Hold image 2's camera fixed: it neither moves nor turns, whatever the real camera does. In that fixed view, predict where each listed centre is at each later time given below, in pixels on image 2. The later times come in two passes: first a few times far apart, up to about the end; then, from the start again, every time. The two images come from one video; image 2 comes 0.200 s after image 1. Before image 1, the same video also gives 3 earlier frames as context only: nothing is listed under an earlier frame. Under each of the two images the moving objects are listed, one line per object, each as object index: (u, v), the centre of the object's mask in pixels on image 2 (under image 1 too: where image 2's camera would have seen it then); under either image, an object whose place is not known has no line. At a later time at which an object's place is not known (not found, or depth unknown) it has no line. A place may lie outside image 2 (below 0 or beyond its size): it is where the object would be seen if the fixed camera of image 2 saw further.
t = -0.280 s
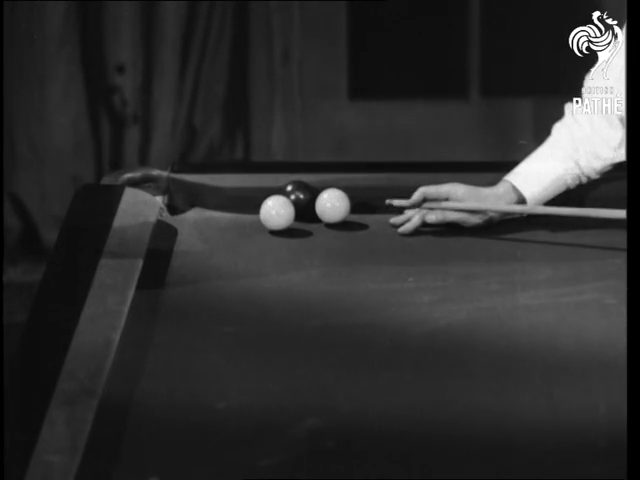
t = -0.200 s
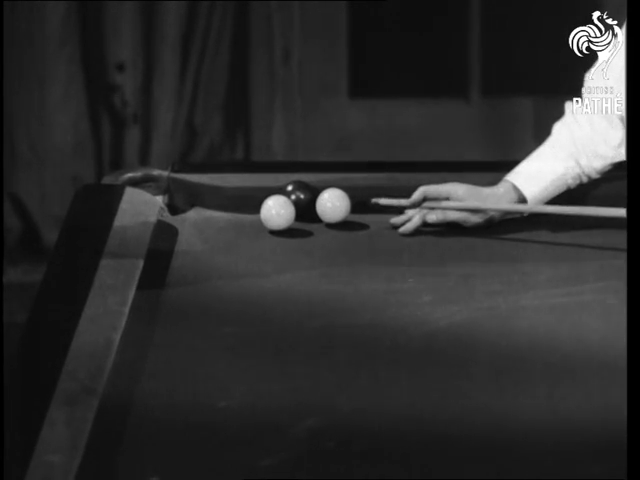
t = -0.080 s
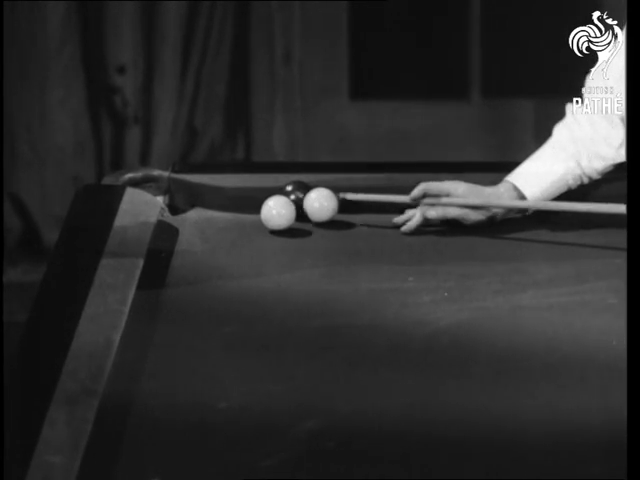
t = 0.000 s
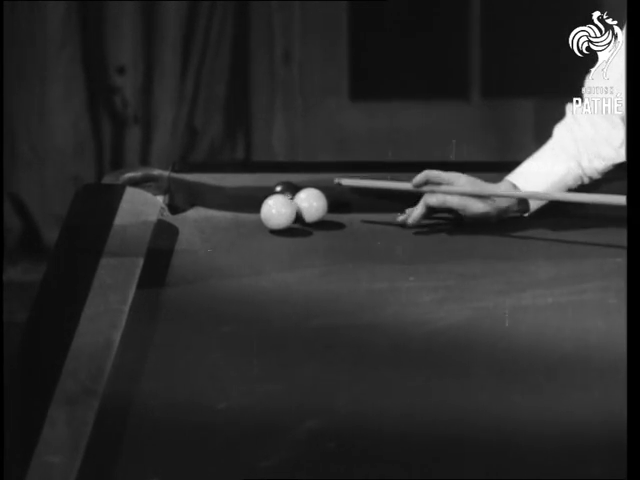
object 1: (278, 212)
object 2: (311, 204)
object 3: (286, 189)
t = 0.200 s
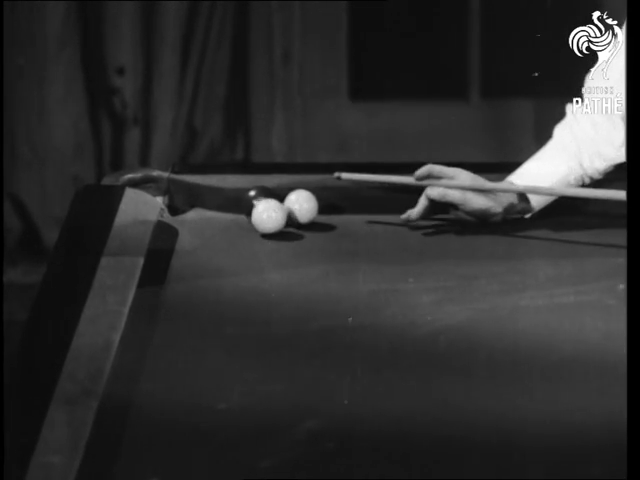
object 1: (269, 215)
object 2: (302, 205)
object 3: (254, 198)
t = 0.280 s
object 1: (266, 217)
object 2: (300, 205)
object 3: (244, 203)
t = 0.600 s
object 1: (254, 221)
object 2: (296, 206)
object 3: (213, 210)
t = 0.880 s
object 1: (248, 221)
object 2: (297, 206)
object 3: (185, 211)
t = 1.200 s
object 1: (244, 223)
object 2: (297, 206)
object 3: (184, 214)
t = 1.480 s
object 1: (245, 223)
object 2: (297, 206)
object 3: (192, 216)
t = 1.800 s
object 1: (245, 222)
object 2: (296, 205)
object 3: (194, 215)
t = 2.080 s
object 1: (245, 223)
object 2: (296, 206)
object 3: (194, 215)
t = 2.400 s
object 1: (245, 223)
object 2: (297, 206)
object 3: (194, 215)
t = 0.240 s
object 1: (267, 216)
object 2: (300, 205)
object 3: (249, 201)
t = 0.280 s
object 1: (266, 217)
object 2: (300, 205)
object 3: (244, 203)
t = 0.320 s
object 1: (264, 217)
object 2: (298, 205)
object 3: (241, 204)
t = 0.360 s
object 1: (262, 218)
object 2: (298, 206)
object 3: (237, 206)
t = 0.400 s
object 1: (261, 218)
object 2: (297, 205)
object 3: (233, 208)
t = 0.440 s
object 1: (259, 219)
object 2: (296, 206)
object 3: (229, 210)
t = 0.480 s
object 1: (257, 218)
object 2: (296, 205)
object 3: (225, 208)
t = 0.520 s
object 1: (256, 220)
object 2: (296, 206)
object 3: (222, 209)
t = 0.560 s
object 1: (255, 220)
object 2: (296, 205)
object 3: (217, 208)
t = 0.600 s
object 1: (254, 221)
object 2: (296, 206)
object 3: (213, 210)
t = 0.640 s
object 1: (253, 220)
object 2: (296, 205)
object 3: (209, 210)
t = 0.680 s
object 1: (252, 221)
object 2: (296, 206)
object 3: (205, 212)
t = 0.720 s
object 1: (251, 220)
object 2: (296, 205)
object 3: (202, 211)
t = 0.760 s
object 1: (250, 222)
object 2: (296, 206)
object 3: (198, 212)
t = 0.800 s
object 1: (249, 220)
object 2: (296, 204)
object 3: (194, 211)
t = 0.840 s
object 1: (249, 223)
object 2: (296, 207)
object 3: (187, 211)
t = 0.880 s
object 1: (248, 221)
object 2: (297, 206)
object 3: (185, 211)
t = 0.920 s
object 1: (247, 223)
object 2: (297, 206)
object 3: (183, 213)
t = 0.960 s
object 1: (246, 222)
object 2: (296, 206)
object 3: (179, 212)
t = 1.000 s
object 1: (246, 223)
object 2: (297, 206)
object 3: (177, 213)
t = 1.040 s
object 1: (245, 222)
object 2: (296, 206)
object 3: (177, 213)
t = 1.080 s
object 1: (245, 223)
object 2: (296, 206)
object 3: (178, 214)
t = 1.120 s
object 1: (244, 222)
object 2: (296, 206)
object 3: (181, 214)
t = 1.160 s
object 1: (244, 223)
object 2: (297, 207)
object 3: (182, 214)
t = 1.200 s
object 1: (244, 223)
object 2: (297, 206)
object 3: (184, 214)
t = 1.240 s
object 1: (244, 224)
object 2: (297, 207)
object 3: (185, 214)
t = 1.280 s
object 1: (244, 222)
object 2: (297, 206)
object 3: (185, 213)
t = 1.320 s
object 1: (244, 223)
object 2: (297, 206)
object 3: (187, 213)
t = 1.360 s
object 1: (244, 223)
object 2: (297, 206)
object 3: (189, 215)
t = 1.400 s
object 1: (244, 223)
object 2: (297, 206)
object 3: (190, 215)
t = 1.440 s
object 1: (245, 223)
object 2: (297, 206)
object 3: (191, 216)
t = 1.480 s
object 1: (245, 223)
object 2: (297, 206)
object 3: (192, 216)
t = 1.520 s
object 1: (245, 223)
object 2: (296, 206)
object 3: (192, 215)
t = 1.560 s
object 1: (244, 223)
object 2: (296, 206)
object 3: (193, 216)
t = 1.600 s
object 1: (245, 222)
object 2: (296, 206)
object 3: (193, 215)
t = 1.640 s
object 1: (245, 223)
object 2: (297, 206)
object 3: (194, 215)
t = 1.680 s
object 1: (245, 222)
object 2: (297, 206)
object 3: (194, 215)
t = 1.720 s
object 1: (245, 223)
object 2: (297, 206)
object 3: (194, 215)
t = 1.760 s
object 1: (244, 223)
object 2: (296, 206)
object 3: (194, 215)
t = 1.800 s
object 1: (245, 222)
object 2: (296, 205)
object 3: (194, 215)
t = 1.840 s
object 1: (245, 222)
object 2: (296, 206)
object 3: (194, 215)
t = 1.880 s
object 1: (245, 223)
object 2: (296, 206)
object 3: (194, 215)
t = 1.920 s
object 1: (245, 223)
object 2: (296, 207)
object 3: (194, 215)
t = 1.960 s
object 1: (245, 223)
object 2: (297, 206)
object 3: (194, 215)
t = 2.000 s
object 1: (245, 222)
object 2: (296, 206)
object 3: (194, 215)
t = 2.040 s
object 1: (245, 223)
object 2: (296, 206)
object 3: (194, 215)
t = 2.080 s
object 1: (245, 223)
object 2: (296, 206)
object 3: (194, 215)
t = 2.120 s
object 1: (245, 223)
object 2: (297, 206)
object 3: (194, 215)
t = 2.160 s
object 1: (245, 222)
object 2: (297, 206)
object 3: (194, 215)
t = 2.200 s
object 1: (245, 223)
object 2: (297, 206)
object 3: (194, 215)
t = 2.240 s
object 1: (245, 223)
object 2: (297, 206)
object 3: (194, 215)
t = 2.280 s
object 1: (245, 223)
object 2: (297, 206)
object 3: (194, 215)
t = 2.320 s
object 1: (245, 223)
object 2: (296, 207)
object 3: (194, 215)
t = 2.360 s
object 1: (245, 223)
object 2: (296, 206)
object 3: (194, 215)
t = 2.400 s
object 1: (245, 223)
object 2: (297, 206)
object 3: (194, 215)
